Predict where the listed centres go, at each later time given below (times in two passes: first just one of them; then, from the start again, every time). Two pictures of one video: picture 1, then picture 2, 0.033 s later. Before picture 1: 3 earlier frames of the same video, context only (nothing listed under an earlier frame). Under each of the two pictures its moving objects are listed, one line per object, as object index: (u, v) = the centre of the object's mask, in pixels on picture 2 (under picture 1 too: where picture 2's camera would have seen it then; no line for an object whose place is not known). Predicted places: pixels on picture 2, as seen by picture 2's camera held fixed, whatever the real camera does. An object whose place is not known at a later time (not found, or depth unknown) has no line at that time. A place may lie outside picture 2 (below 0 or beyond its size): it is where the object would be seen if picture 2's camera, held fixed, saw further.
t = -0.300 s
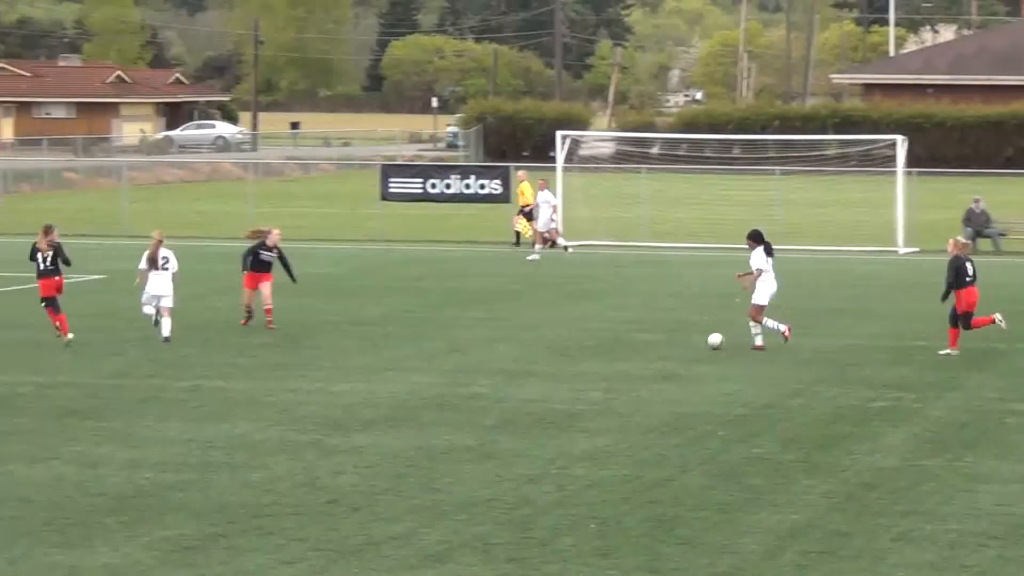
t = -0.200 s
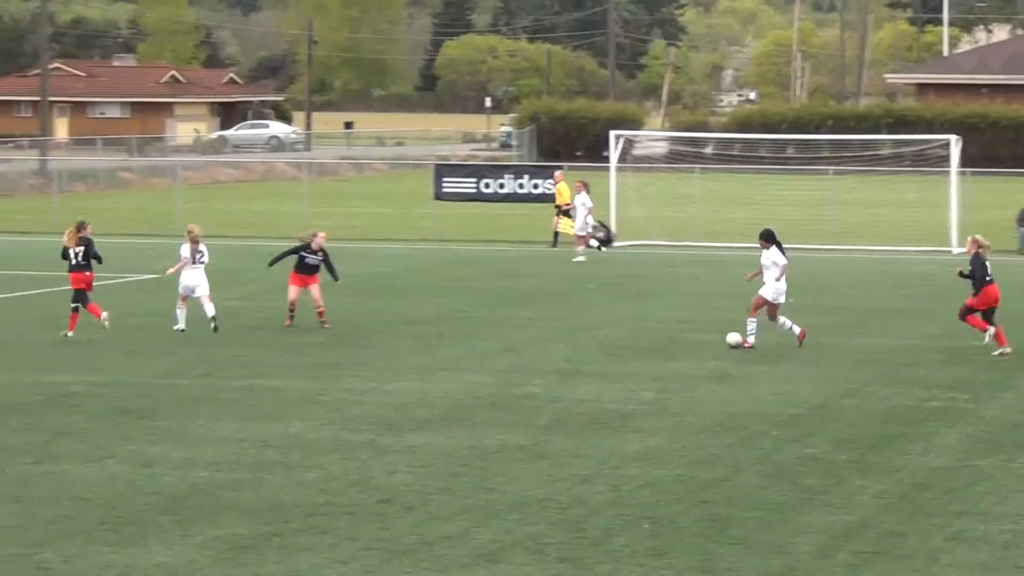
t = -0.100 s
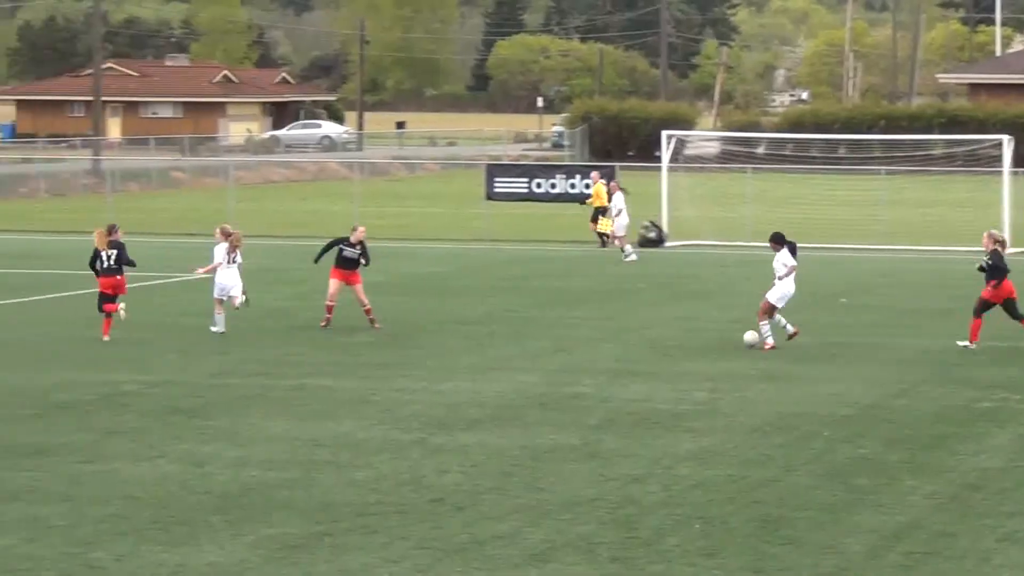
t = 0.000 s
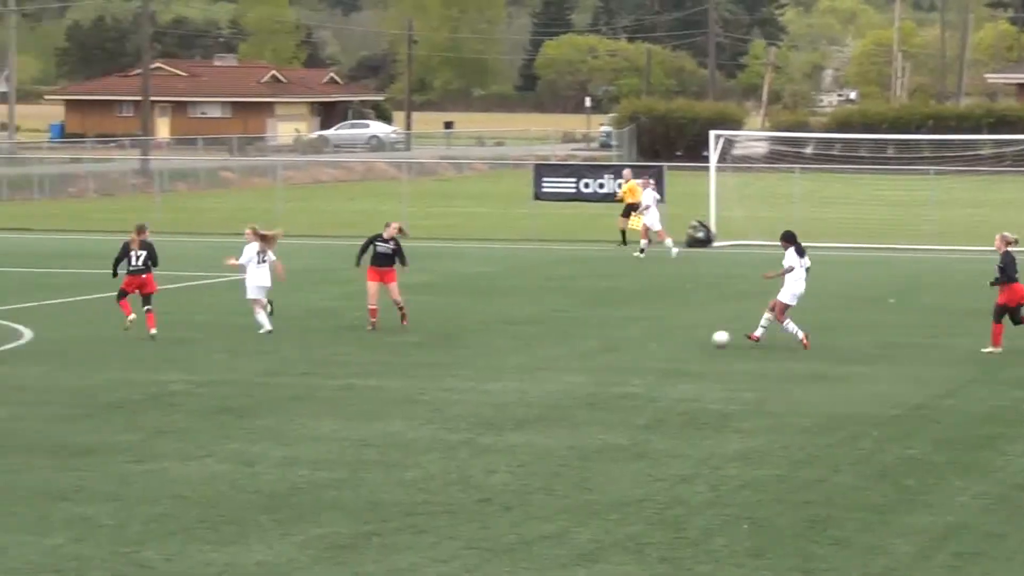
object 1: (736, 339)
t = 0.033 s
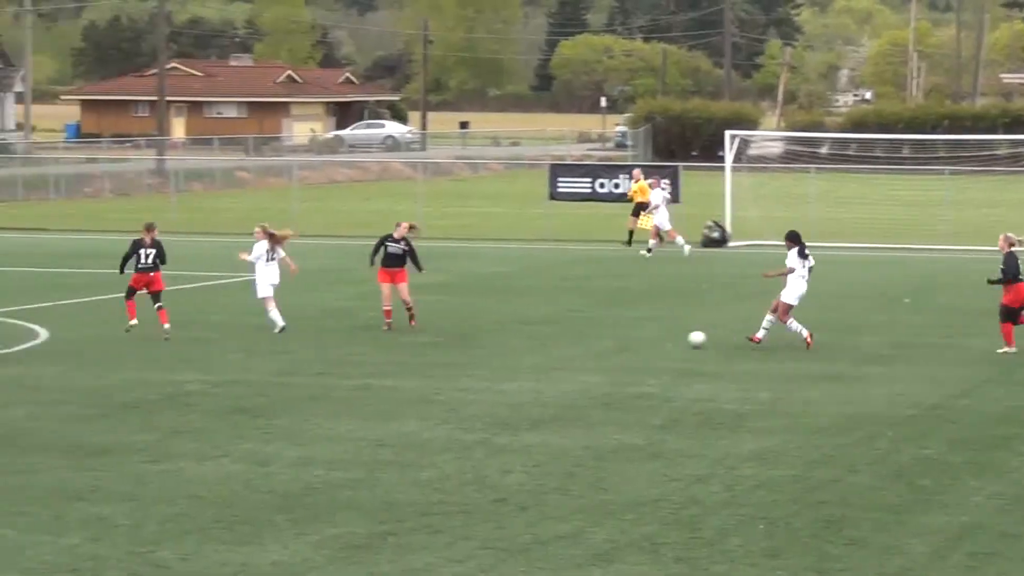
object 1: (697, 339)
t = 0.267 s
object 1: (437, 343)
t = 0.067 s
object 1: (658, 340)
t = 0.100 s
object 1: (620, 341)
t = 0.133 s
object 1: (583, 341)
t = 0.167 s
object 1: (545, 342)
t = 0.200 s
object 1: (508, 343)
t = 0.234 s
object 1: (472, 343)
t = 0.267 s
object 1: (437, 343)
